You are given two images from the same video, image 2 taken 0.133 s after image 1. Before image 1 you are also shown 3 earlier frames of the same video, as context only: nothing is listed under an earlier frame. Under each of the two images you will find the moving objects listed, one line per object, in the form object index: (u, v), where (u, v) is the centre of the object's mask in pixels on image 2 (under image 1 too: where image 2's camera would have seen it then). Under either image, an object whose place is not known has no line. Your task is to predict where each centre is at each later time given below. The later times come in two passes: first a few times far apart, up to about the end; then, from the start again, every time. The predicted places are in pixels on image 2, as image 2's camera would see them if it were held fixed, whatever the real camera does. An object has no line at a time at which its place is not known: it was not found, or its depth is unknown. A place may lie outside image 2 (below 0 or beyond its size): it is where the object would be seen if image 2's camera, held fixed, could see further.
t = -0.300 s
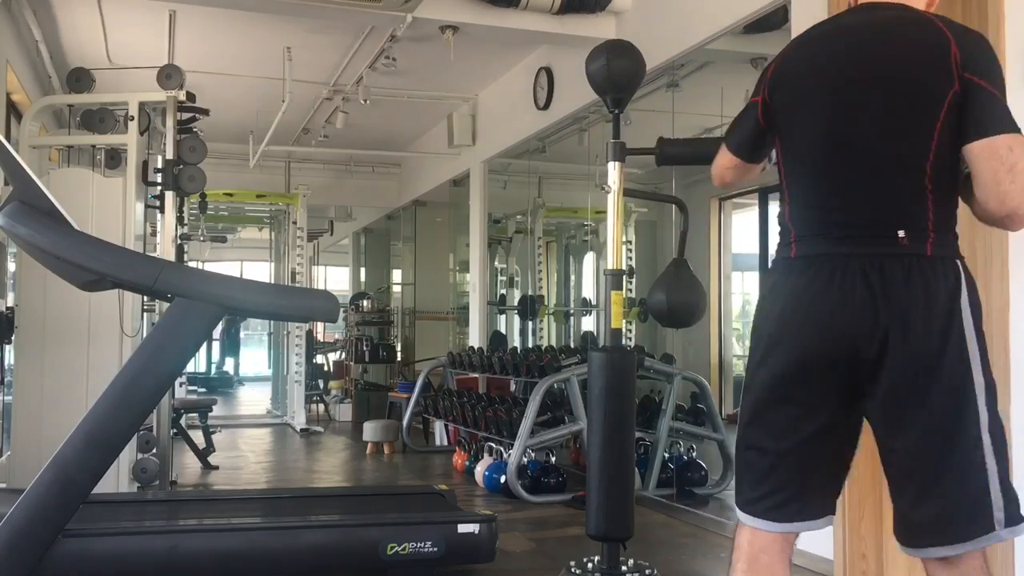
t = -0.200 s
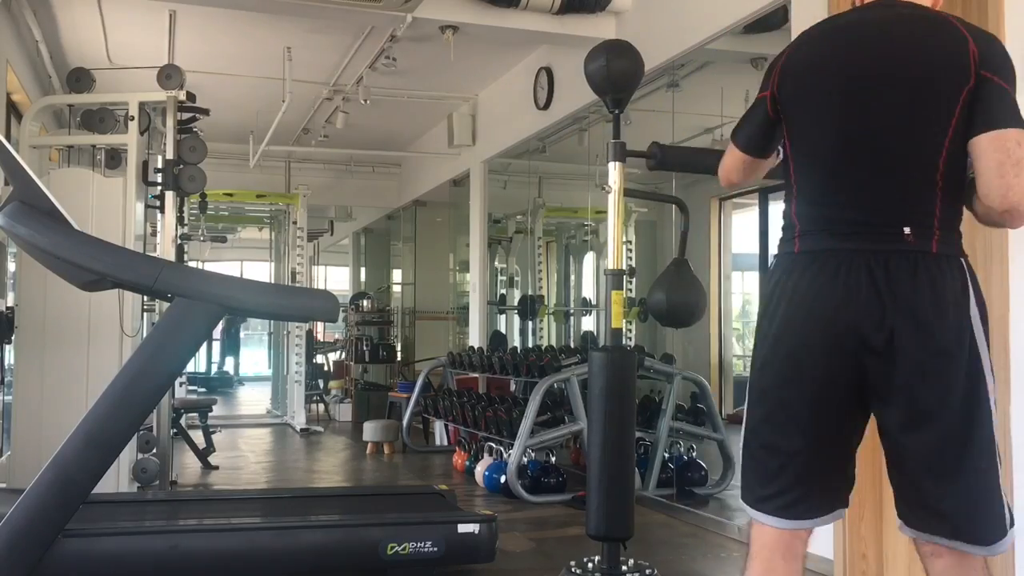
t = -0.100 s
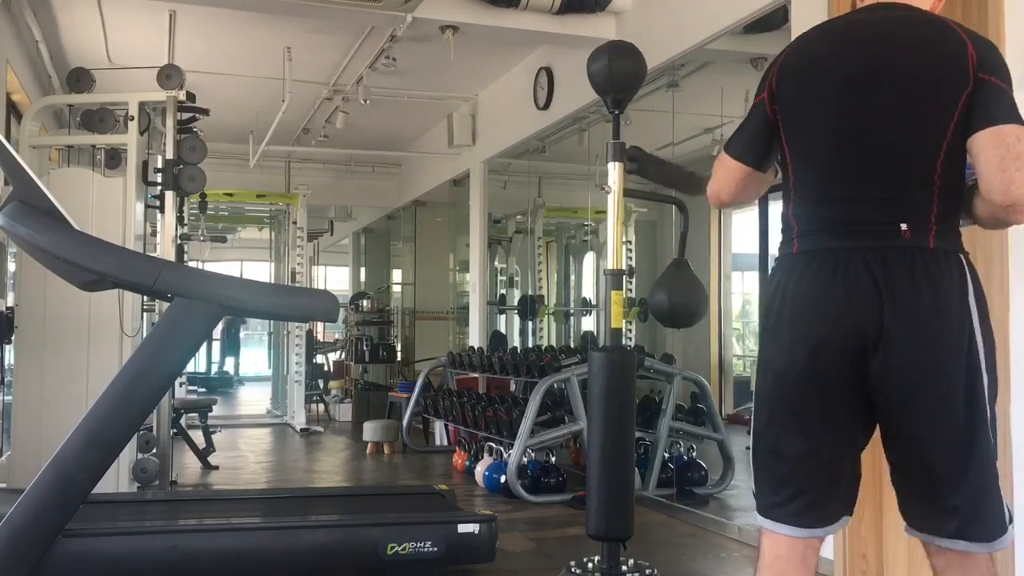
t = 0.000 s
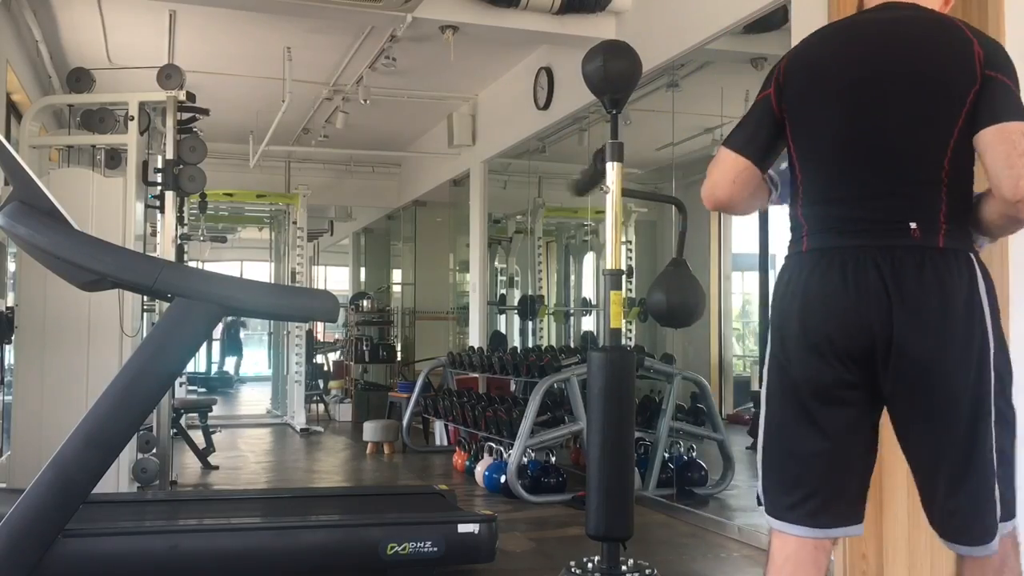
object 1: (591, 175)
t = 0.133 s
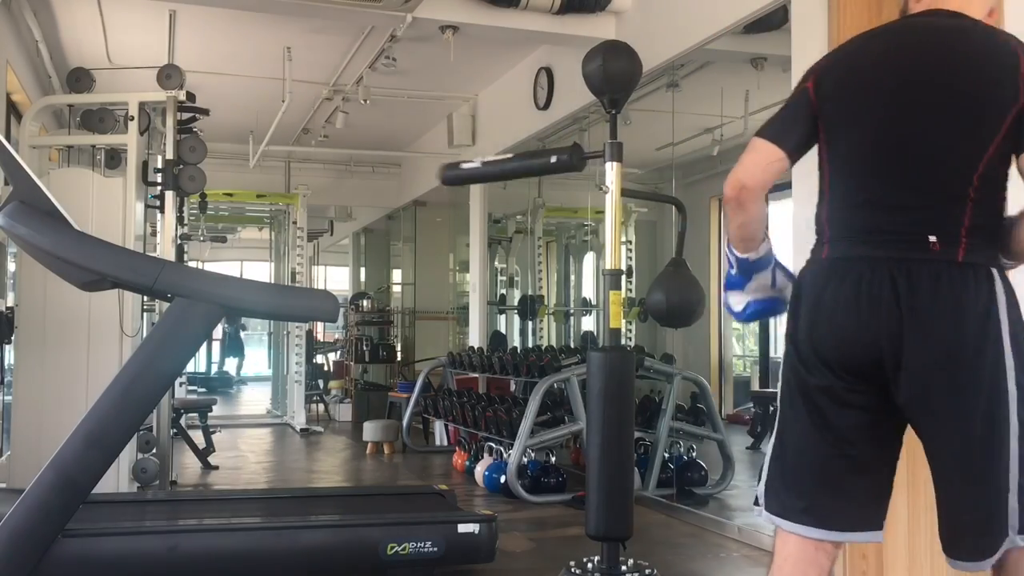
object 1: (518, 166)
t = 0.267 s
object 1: (483, 149)
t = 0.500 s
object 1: (614, 127)
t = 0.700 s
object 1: (753, 141)
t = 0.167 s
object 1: (504, 162)
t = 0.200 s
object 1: (492, 158)
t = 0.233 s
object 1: (485, 154)
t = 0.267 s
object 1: (483, 149)
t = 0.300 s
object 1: (486, 144)
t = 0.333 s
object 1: (494, 139)
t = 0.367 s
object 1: (507, 135)
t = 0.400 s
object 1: (527, 130)
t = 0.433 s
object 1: (550, 126)
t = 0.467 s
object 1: (583, 125)
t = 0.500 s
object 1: (614, 127)
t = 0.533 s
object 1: (646, 122)
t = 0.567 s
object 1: (676, 125)
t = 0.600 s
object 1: (703, 128)
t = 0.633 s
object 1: (725, 132)
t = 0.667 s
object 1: (740, 137)
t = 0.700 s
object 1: (753, 141)
